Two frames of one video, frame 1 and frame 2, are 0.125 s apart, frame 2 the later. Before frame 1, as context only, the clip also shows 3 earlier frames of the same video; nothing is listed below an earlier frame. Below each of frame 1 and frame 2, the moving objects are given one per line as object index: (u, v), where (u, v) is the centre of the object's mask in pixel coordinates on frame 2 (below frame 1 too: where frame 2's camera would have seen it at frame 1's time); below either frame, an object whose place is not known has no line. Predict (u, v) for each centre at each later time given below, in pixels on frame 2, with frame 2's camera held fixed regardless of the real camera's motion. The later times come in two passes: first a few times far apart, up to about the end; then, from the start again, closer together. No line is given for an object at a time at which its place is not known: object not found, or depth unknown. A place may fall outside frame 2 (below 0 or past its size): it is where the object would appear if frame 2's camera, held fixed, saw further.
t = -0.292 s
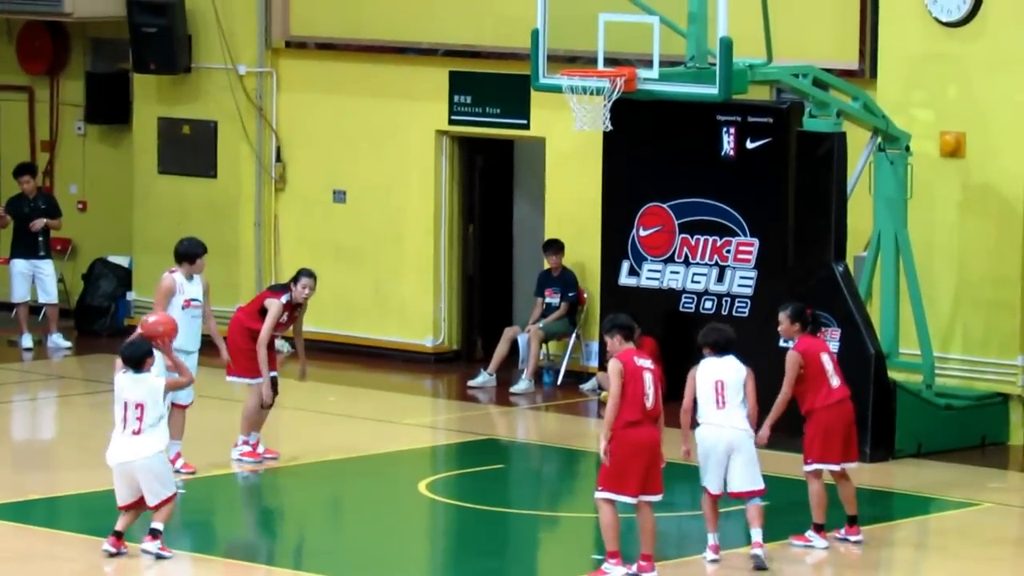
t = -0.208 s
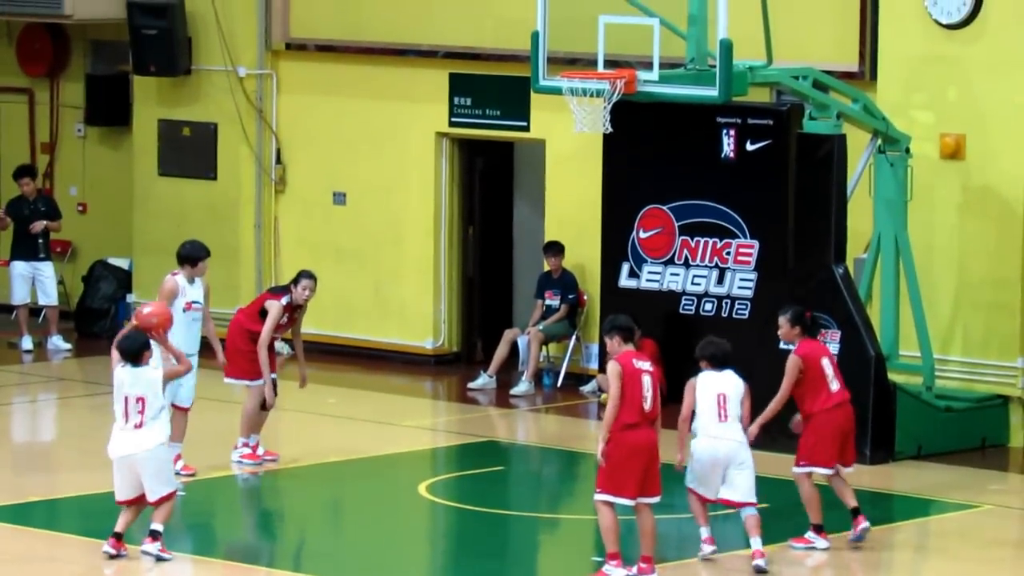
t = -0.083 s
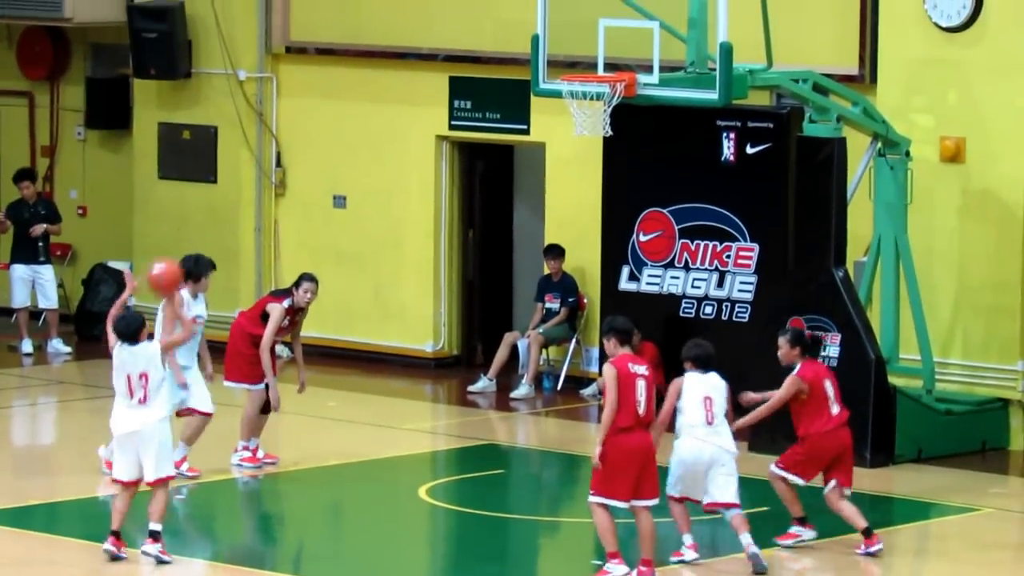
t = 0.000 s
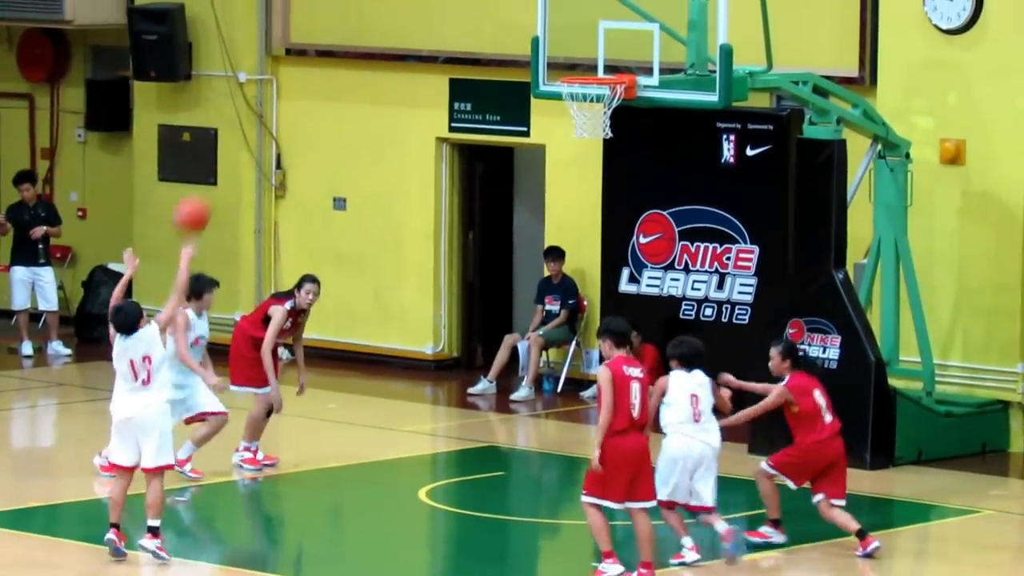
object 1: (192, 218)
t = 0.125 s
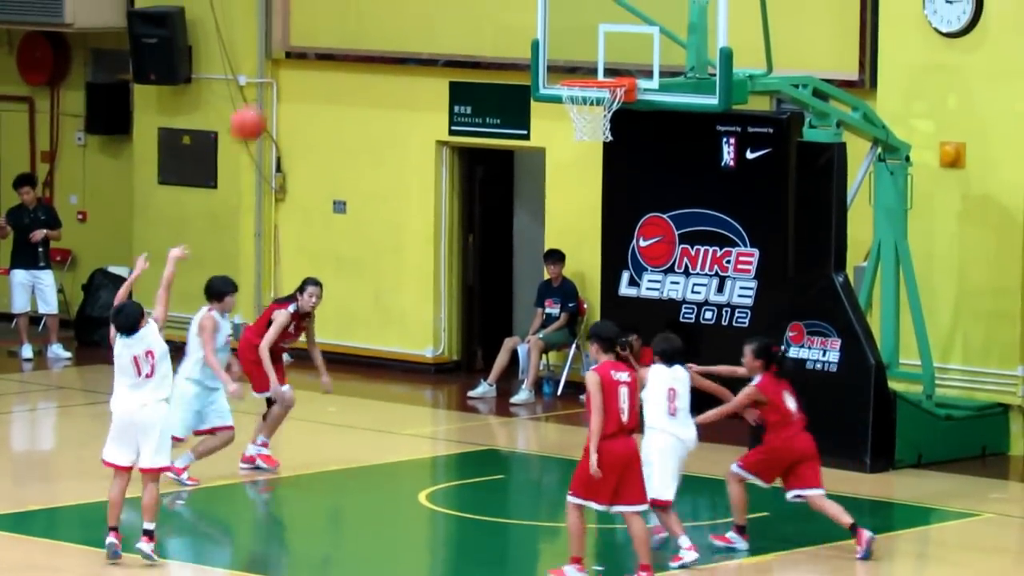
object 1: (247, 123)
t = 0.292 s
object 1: (320, 34)
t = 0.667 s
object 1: (473, -11)
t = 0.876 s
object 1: (554, 29)
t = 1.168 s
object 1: (609, 126)
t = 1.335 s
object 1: (598, 176)
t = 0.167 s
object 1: (265, 97)
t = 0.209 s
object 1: (283, 73)
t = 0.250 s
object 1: (301, 52)
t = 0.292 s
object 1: (320, 34)
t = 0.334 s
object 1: (337, 17)
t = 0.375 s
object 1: (355, 6)
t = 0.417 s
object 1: (372, 0)
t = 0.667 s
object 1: (473, -11)
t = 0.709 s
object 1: (489, -9)
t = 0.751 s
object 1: (505, -6)
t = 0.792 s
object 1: (521, 1)
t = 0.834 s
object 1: (537, 13)
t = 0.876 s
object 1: (554, 29)
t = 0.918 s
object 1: (568, 46)
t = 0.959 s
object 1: (583, 66)
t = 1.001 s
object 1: (598, 86)
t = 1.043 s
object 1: (611, 104)
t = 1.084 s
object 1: (611, 119)
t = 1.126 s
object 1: (610, 120)
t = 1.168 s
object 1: (609, 126)
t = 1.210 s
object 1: (606, 135)
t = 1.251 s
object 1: (604, 146)
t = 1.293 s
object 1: (601, 159)
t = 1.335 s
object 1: (598, 176)
